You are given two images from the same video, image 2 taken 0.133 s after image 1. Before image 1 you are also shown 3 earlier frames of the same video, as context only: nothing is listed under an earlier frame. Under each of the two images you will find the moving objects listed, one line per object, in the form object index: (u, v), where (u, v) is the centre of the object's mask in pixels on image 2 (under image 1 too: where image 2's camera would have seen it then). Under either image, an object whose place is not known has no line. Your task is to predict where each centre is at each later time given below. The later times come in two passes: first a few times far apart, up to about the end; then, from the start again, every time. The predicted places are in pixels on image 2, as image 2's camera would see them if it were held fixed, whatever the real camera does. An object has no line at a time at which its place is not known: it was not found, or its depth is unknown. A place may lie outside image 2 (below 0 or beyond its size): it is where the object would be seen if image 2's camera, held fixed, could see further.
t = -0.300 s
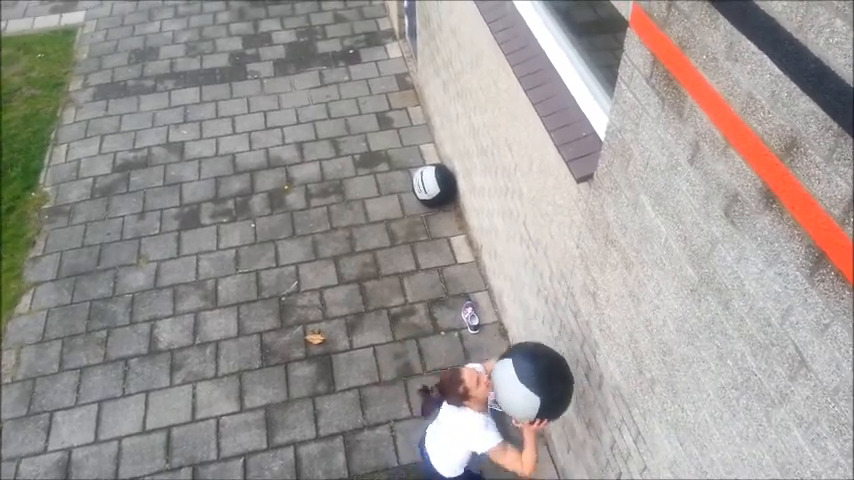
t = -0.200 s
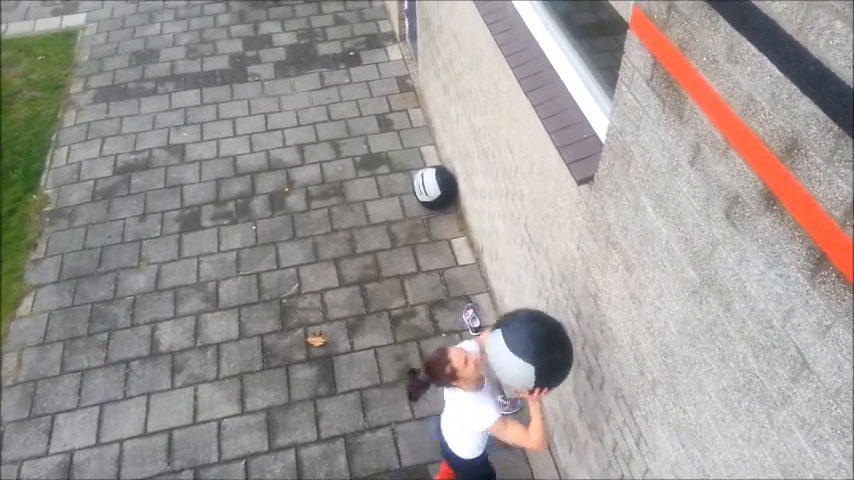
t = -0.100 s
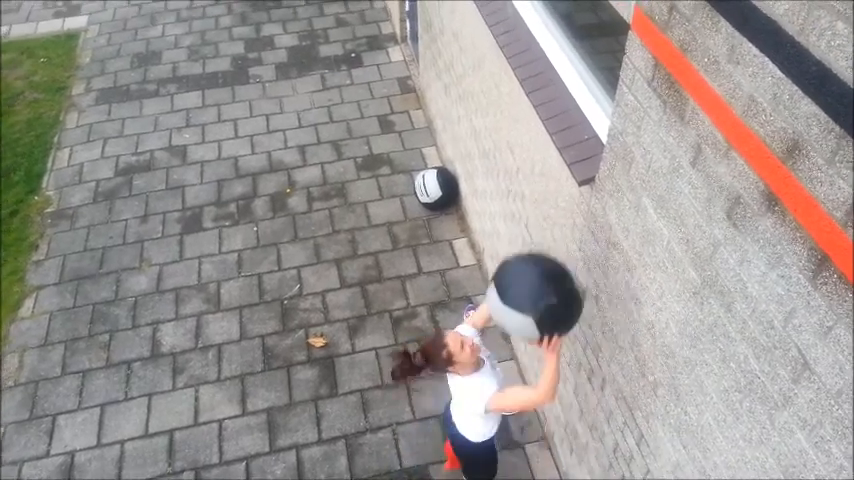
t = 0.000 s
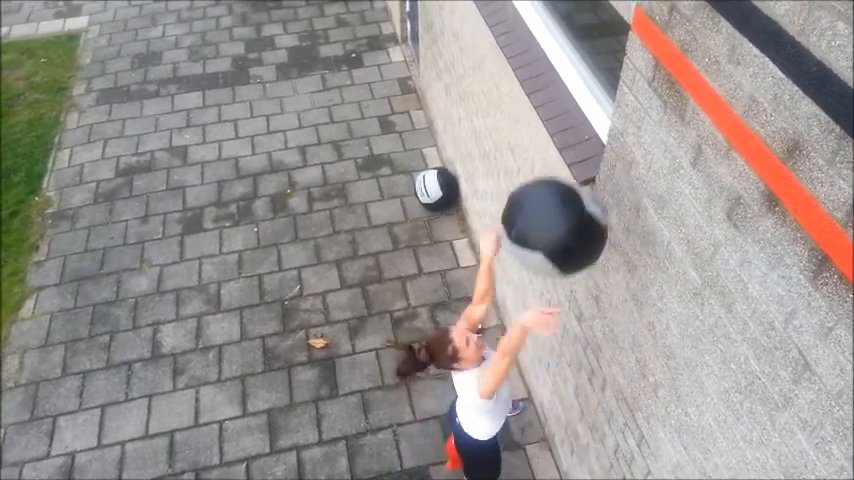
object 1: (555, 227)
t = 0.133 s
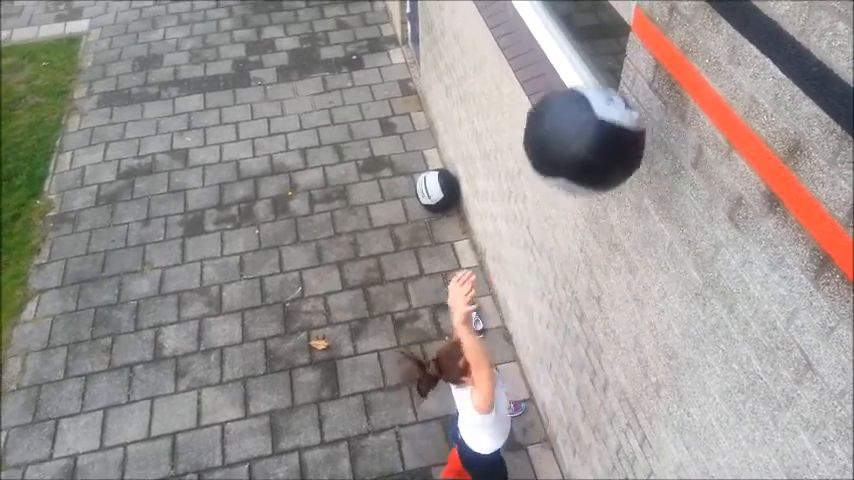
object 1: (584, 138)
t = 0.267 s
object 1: (611, 75)
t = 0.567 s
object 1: (628, 107)
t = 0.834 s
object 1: (572, 293)
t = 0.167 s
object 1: (592, 119)
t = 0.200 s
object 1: (599, 101)
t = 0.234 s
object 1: (605, 86)
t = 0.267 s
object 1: (611, 75)
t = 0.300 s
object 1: (618, 66)
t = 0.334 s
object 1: (622, 60)
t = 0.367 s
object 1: (627, 59)
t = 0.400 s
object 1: (631, 59)
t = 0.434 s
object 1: (634, 62)
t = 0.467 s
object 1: (637, 68)
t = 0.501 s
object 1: (637, 78)
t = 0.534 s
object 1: (634, 91)
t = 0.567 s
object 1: (628, 107)
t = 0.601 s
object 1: (622, 125)
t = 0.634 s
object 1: (615, 145)
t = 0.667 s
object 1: (609, 166)
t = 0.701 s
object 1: (601, 191)
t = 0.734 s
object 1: (593, 214)
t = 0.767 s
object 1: (586, 240)
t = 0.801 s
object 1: (579, 266)
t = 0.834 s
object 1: (572, 293)
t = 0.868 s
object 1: (565, 318)
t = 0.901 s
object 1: (559, 343)
